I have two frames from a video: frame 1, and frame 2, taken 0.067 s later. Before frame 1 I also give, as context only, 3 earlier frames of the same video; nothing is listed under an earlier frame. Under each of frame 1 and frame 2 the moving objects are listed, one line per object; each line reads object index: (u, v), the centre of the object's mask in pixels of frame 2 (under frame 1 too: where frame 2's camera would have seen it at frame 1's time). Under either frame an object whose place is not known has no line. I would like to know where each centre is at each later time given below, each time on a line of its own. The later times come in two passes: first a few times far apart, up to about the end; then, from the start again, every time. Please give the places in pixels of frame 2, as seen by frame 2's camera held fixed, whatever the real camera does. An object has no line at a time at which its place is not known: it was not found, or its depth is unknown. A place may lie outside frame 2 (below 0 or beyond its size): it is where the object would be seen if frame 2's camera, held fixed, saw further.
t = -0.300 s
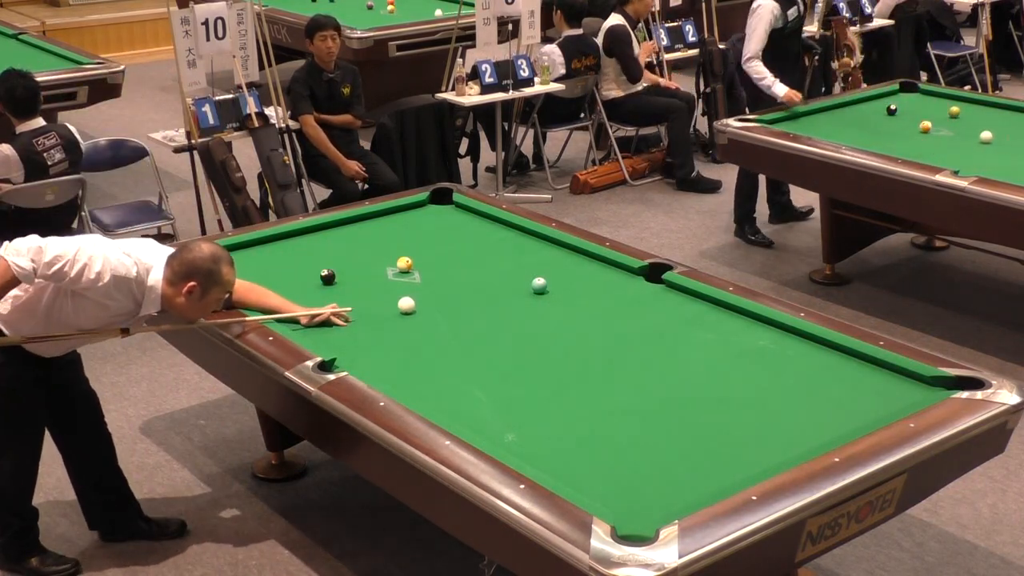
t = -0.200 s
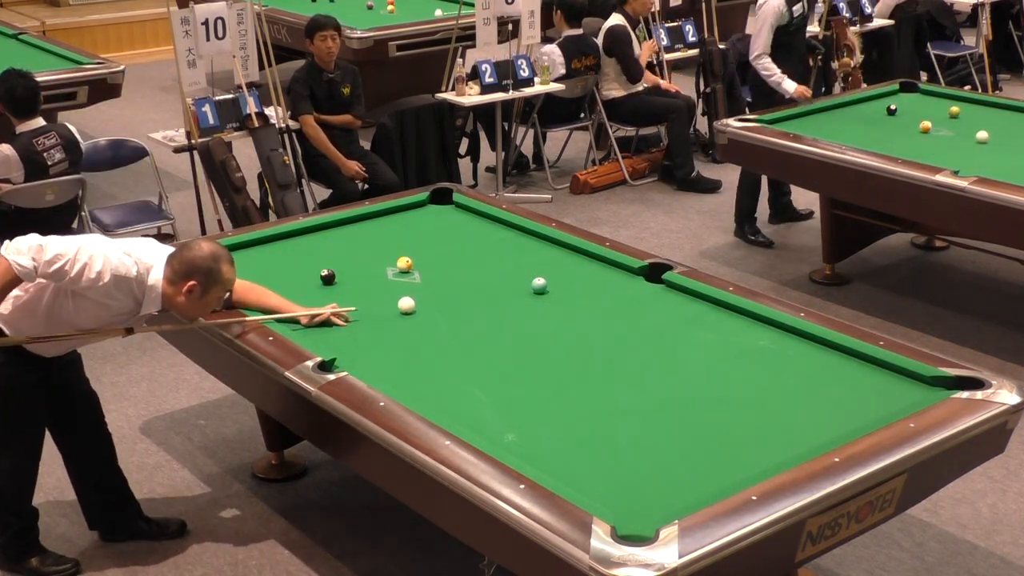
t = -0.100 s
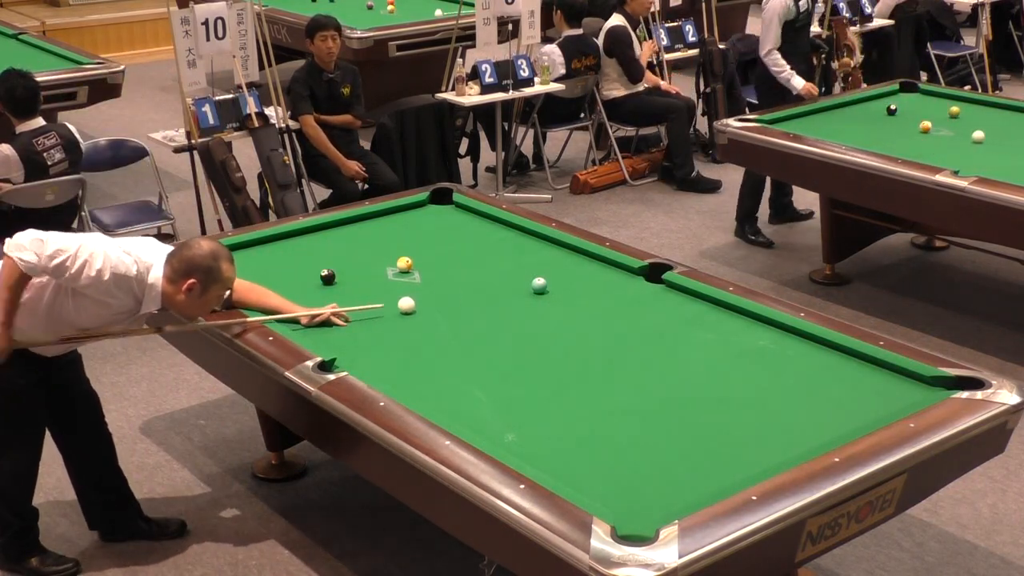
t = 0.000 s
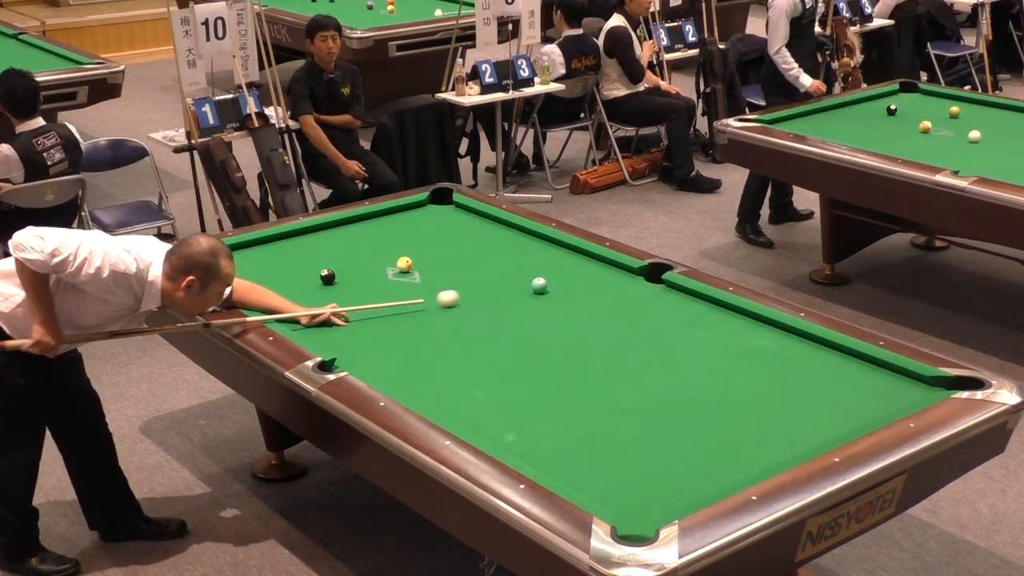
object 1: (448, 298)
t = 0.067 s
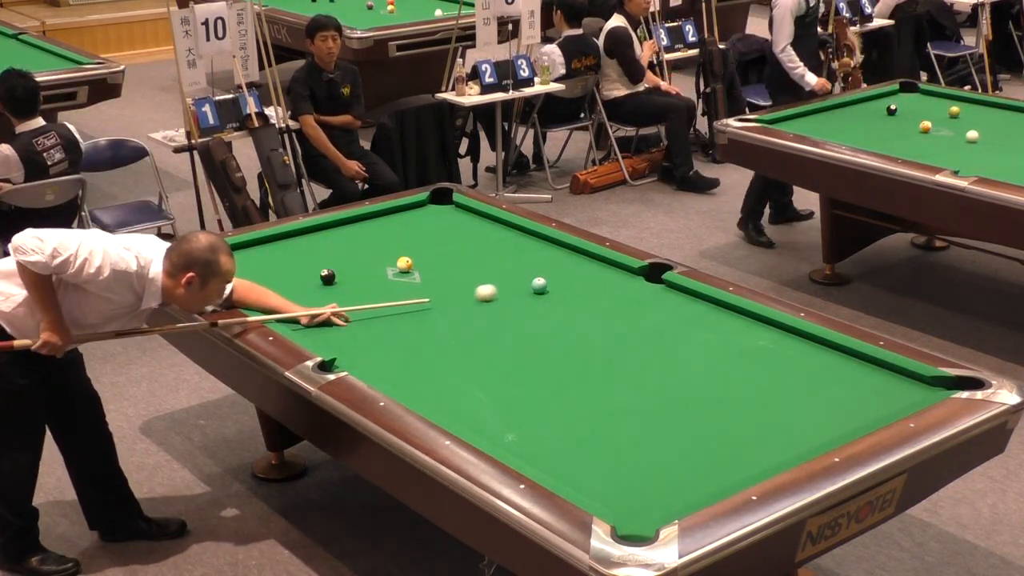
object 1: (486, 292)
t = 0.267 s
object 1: (528, 283)
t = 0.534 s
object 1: (559, 273)
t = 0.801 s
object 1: (589, 264)
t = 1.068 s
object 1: (591, 264)
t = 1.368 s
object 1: (573, 269)
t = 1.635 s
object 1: (559, 274)
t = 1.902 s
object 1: (545, 279)
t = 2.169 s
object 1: (532, 283)
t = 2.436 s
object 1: (520, 287)
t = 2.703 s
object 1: (509, 291)
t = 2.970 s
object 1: (499, 294)
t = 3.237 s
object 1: (490, 296)
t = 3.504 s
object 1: (483, 298)
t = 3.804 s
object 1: (475, 300)
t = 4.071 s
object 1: (470, 302)
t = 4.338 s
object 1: (467, 303)
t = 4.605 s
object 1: (465, 304)
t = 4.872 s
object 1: (465, 304)
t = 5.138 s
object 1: (465, 304)
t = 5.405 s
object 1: (465, 304)
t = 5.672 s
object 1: (465, 304)
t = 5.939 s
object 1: (465, 304)
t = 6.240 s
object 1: (465, 304)
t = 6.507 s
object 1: (465, 304)
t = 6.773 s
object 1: (465, 304)
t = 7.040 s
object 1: (465, 304)
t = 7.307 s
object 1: (465, 304)
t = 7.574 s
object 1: (465, 304)
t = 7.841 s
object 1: (465, 304)
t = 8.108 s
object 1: (465, 304)
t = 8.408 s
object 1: (465, 304)
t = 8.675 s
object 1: (465, 304)
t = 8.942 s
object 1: (465, 304)
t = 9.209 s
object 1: (465, 304)
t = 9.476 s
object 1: (465, 304)
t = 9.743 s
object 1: (465, 304)
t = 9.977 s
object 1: (465, 304)
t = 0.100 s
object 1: (504, 290)
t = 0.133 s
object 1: (521, 287)
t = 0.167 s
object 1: (524, 286)
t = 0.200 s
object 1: (524, 285)
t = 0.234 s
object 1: (526, 284)
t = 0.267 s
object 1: (528, 283)
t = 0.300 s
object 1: (531, 282)
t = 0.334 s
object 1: (535, 281)
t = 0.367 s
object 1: (539, 279)
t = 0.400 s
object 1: (543, 278)
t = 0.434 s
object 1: (547, 277)
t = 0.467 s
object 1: (551, 275)
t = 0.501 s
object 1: (555, 274)
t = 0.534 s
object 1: (559, 273)
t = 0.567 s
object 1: (563, 272)
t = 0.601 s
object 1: (567, 271)
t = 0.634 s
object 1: (570, 269)
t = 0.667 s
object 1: (574, 268)
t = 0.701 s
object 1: (578, 267)
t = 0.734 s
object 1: (581, 266)
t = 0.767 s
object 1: (585, 265)
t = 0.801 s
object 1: (589, 264)
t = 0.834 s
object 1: (592, 262)
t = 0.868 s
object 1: (596, 261)
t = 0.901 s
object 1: (599, 260)
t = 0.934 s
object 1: (599, 261)
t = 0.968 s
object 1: (597, 261)
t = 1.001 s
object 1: (595, 262)
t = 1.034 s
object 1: (593, 263)
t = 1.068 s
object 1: (591, 264)
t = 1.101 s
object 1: (589, 264)
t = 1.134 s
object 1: (587, 265)
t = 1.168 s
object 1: (585, 265)
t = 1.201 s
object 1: (583, 266)
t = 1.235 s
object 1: (581, 267)
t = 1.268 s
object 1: (579, 268)
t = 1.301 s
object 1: (577, 268)
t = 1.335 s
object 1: (575, 269)
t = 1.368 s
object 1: (573, 269)
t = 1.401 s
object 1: (572, 270)
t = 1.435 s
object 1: (569, 270)
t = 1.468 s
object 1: (568, 271)
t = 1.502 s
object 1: (566, 272)
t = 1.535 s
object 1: (564, 273)
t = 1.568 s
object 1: (562, 273)
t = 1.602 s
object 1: (561, 274)
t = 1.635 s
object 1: (559, 274)
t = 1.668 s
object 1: (557, 275)
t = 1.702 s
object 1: (555, 276)
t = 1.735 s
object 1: (554, 276)
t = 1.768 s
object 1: (552, 277)
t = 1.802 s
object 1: (550, 277)
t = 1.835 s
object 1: (549, 278)
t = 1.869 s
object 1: (547, 278)
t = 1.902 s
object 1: (545, 279)
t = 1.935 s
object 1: (543, 279)
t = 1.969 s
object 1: (542, 280)
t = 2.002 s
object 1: (540, 280)
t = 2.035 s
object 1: (538, 281)
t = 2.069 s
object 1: (537, 282)
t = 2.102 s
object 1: (535, 282)
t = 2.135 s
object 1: (533, 283)
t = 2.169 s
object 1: (532, 283)
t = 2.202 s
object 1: (530, 284)
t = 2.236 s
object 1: (529, 284)
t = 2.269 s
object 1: (527, 285)
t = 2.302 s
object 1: (526, 285)
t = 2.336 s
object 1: (524, 286)
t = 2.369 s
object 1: (523, 286)
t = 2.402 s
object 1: (521, 287)
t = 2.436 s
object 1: (520, 287)
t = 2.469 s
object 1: (519, 288)
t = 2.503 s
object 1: (517, 288)
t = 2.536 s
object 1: (516, 288)
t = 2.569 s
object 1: (514, 289)
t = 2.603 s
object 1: (513, 289)
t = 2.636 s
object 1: (512, 290)
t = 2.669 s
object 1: (510, 290)
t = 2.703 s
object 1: (509, 291)
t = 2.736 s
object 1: (508, 291)
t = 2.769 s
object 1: (506, 291)
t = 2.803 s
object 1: (505, 292)
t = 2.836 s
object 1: (504, 292)
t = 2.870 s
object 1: (503, 293)
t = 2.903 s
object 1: (501, 293)
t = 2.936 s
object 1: (500, 293)
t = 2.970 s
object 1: (499, 294)
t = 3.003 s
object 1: (498, 294)
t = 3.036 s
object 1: (497, 294)
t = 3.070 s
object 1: (495, 295)
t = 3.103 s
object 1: (494, 295)
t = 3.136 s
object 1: (493, 295)
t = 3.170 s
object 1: (492, 296)
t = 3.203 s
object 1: (491, 296)
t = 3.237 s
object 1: (490, 296)
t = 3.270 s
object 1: (489, 297)
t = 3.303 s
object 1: (488, 297)
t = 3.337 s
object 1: (487, 297)
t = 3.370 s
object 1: (486, 297)
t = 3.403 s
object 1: (485, 298)
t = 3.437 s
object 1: (484, 298)
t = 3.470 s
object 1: (483, 298)
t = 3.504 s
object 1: (483, 298)
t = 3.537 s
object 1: (482, 299)
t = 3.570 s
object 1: (481, 299)
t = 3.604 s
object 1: (480, 299)
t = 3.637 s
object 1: (479, 299)
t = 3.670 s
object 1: (478, 300)
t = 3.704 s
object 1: (478, 300)
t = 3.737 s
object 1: (477, 300)
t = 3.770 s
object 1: (476, 300)
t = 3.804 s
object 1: (475, 300)
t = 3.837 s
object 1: (475, 301)
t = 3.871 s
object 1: (474, 301)
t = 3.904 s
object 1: (473, 301)
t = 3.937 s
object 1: (473, 301)
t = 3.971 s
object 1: (472, 302)
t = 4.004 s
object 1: (472, 302)
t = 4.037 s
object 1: (471, 302)
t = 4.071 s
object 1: (470, 302)
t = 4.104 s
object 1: (470, 302)
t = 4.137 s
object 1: (469, 302)
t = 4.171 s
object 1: (469, 302)
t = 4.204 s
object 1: (469, 302)
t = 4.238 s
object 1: (468, 303)
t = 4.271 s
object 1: (468, 303)
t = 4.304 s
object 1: (467, 303)
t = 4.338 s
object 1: (467, 303)
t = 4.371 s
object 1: (467, 303)
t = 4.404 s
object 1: (466, 303)
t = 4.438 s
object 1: (466, 303)
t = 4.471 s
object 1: (466, 303)
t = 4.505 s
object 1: (466, 303)
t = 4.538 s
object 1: (465, 304)
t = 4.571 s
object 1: (465, 304)
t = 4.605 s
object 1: (465, 304)
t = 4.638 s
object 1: (465, 304)
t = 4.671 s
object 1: (465, 304)
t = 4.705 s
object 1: (465, 304)
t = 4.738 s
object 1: (465, 304)
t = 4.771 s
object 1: (465, 304)
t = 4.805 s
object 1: (465, 304)
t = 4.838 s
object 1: (465, 304)
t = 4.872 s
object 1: (465, 304)
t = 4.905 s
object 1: (465, 304)
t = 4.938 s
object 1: (465, 304)
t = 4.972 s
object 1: (465, 304)
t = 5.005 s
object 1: (465, 304)
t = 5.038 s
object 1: (465, 304)
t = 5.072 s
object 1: (465, 304)
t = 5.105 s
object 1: (465, 304)
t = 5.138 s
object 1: (465, 304)
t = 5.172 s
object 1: (465, 304)
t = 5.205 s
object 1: (465, 304)
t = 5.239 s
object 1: (465, 304)
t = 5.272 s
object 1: (465, 304)
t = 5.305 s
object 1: (465, 304)
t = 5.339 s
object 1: (465, 304)
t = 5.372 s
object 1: (465, 304)
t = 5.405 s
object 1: (465, 304)
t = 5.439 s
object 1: (465, 304)
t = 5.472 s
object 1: (465, 304)
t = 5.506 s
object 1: (465, 304)
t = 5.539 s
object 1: (465, 304)
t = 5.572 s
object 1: (465, 304)
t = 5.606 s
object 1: (465, 304)
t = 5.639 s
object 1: (465, 304)
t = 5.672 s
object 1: (465, 304)
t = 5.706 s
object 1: (465, 304)
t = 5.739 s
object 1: (465, 304)
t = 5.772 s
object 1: (465, 304)
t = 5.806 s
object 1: (465, 304)
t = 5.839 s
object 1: (465, 304)
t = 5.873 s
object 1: (465, 304)
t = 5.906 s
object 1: (465, 304)
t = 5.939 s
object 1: (465, 304)
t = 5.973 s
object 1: (465, 304)
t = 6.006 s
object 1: (465, 304)
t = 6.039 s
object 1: (465, 304)
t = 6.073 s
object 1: (465, 304)
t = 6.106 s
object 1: (465, 304)
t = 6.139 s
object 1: (465, 304)
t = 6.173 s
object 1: (465, 304)
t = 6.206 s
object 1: (465, 304)
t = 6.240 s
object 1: (465, 304)
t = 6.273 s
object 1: (465, 304)
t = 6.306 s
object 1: (465, 304)
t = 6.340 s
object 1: (465, 304)
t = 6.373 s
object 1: (465, 304)
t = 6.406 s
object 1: (465, 304)
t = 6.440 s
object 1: (465, 304)
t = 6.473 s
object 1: (465, 304)
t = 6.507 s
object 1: (465, 304)
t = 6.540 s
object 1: (465, 304)
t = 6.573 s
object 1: (465, 304)
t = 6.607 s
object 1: (465, 304)
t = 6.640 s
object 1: (465, 304)
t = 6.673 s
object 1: (465, 304)
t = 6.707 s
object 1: (465, 304)
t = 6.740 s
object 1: (465, 304)
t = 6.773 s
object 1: (465, 304)
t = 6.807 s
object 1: (465, 304)
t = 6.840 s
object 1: (465, 304)
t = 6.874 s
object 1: (465, 304)
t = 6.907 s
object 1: (465, 304)
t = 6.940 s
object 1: (465, 304)
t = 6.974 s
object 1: (465, 304)
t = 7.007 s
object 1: (465, 304)
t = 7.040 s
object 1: (465, 304)
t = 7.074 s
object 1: (465, 304)
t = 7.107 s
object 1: (465, 304)
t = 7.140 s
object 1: (465, 304)
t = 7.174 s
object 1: (465, 304)
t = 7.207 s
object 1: (465, 304)
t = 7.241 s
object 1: (465, 304)
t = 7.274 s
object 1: (465, 304)
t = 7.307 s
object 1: (465, 304)
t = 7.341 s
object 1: (465, 304)
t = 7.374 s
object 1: (465, 304)
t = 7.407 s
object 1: (465, 304)
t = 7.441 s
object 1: (465, 304)
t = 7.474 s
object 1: (465, 304)
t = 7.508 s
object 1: (465, 304)
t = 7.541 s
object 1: (465, 304)
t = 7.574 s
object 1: (465, 304)
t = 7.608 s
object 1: (465, 304)
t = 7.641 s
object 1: (465, 304)
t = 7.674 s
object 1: (465, 304)
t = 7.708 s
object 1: (465, 304)
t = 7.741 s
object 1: (465, 304)
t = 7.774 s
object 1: (465, 304)
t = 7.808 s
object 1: (465, 304)
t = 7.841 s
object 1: (465, 304)
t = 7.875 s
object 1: (465, 304)
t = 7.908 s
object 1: (465, 304)
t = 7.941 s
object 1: (465, 304)
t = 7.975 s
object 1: (465, 304)
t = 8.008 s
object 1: (465, 304)
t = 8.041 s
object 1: (465, 304)
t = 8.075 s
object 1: (465, 304)
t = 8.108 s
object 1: (465, 304)
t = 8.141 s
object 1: (465, 304)
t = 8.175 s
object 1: (465, 304)
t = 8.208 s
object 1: (465, 304)
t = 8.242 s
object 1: (465, 304)
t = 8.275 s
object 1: (465, 304)
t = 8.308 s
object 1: (465, 304)
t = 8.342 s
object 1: (465, 304)
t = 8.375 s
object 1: (465, 304)
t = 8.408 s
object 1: (465, 304)
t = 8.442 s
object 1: (465, 304)
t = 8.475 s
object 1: (465, 304)
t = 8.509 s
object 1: (465, 304)
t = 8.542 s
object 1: (465, 304)
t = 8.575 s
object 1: (465, 304)
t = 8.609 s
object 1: (465, 304)
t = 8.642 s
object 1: (465, 304)
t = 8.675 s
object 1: (465, 304)
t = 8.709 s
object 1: (465, 304)
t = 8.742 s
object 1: (465, 304)
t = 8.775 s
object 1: (465, 304)
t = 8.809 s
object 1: (465, 304)
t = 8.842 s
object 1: (465, 304)
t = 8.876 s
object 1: (465, 304)
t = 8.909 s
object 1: (465, 304)
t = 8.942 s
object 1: (465, 304)
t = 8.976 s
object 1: (465, 304)
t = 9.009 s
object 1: (465, 304)
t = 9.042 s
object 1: (465, 304)
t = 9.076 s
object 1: (465, 304)
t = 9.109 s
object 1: (465, 304)
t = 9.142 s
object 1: (465, 304)
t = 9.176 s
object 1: (465, 304)
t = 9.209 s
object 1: (465, 304)
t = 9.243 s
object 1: (465, 304)
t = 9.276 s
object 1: (465, 304)
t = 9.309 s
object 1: (465, 304)
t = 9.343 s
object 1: (465, 304)
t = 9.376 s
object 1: (465, 304)
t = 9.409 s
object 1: (465, 304)
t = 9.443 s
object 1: (465, 304)
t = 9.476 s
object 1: (465, 304)
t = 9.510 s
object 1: (465, 304)
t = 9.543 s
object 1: (465, 304)
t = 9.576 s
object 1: (465, 304)
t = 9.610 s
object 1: (465, 304)
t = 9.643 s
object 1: (465, 304)
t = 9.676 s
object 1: (465, 304)
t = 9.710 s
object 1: (465, 304)
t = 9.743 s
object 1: (465, 304)
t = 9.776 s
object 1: (465, 304)
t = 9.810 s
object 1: (465, 304)
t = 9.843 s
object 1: (465, 304)
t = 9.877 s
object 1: (465, 304)
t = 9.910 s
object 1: (465, 304)
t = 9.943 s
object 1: (465, 304)
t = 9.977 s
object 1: (465, 304)
